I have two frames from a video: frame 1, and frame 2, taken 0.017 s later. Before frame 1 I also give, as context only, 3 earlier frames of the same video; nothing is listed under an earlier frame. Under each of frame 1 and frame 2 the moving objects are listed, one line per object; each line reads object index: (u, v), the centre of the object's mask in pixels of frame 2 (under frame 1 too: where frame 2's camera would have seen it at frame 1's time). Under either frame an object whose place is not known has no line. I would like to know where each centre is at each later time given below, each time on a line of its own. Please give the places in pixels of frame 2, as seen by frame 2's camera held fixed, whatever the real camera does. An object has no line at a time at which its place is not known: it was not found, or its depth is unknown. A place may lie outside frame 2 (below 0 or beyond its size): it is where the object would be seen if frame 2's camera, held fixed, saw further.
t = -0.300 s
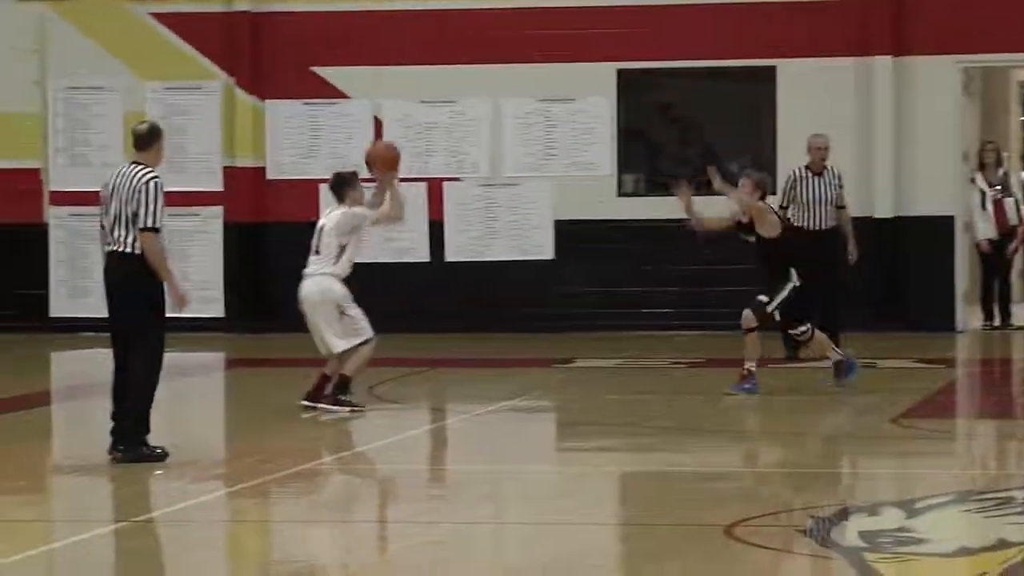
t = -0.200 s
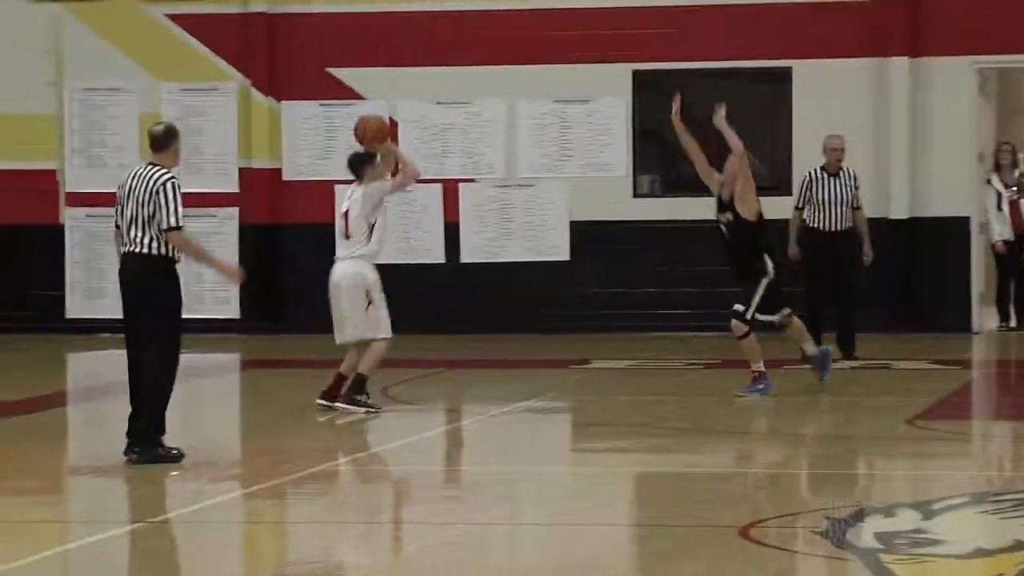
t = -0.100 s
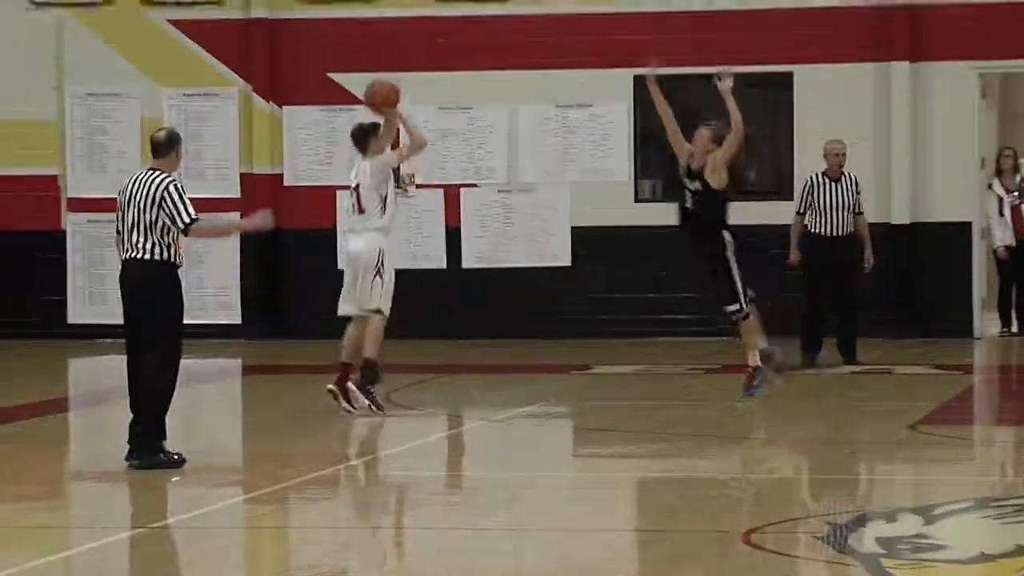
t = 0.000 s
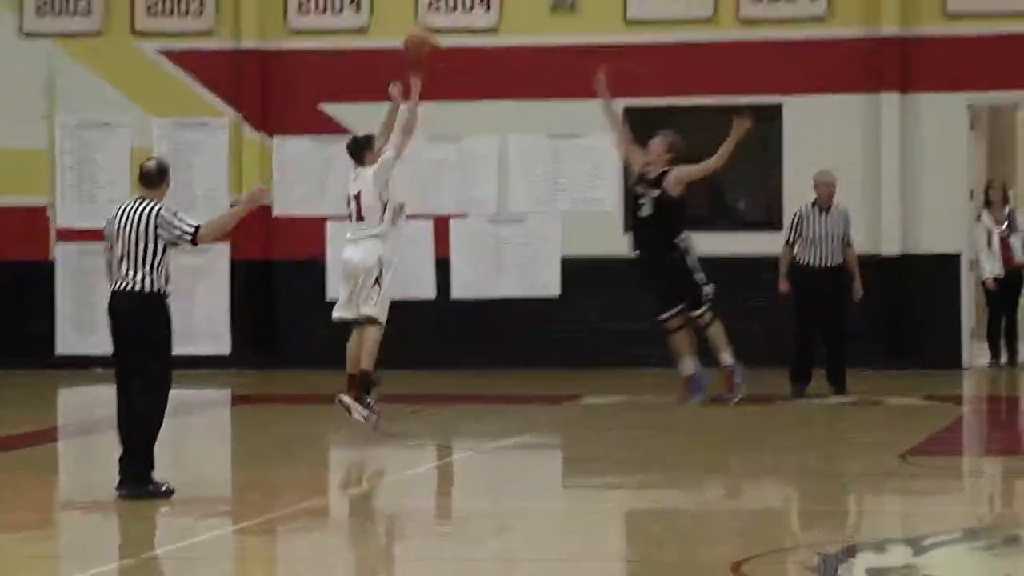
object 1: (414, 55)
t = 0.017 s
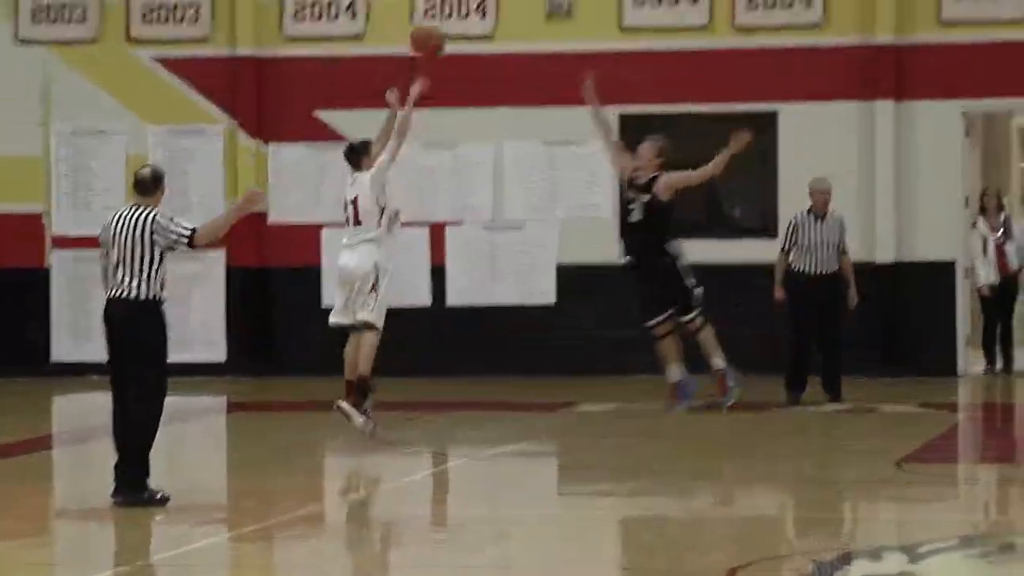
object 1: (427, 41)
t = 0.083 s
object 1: (478, -13)
